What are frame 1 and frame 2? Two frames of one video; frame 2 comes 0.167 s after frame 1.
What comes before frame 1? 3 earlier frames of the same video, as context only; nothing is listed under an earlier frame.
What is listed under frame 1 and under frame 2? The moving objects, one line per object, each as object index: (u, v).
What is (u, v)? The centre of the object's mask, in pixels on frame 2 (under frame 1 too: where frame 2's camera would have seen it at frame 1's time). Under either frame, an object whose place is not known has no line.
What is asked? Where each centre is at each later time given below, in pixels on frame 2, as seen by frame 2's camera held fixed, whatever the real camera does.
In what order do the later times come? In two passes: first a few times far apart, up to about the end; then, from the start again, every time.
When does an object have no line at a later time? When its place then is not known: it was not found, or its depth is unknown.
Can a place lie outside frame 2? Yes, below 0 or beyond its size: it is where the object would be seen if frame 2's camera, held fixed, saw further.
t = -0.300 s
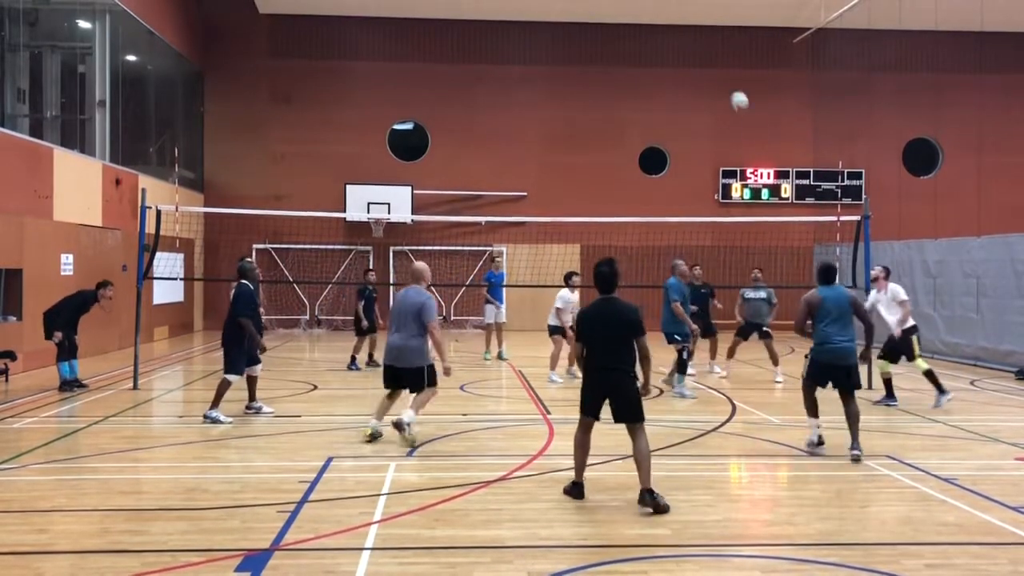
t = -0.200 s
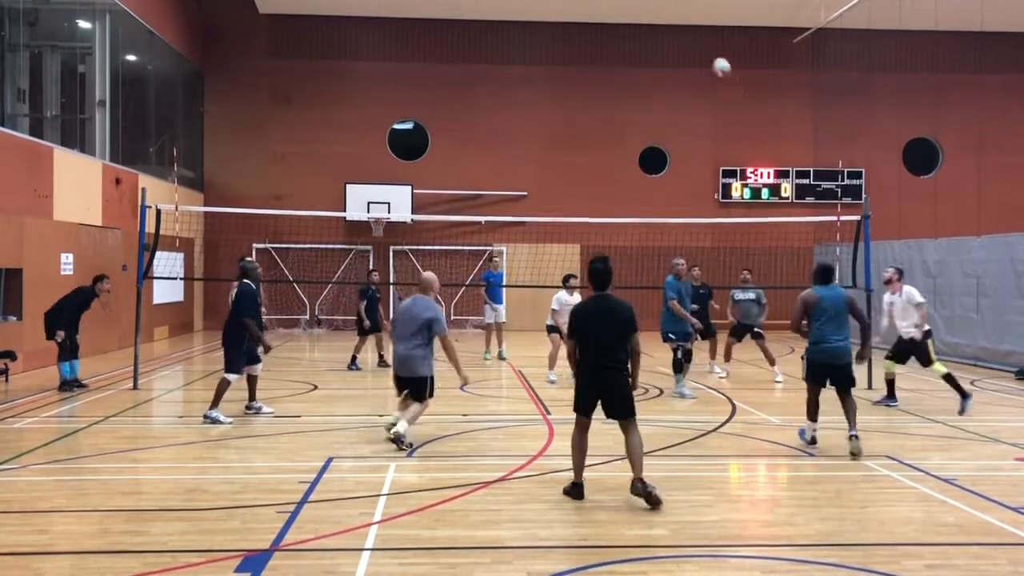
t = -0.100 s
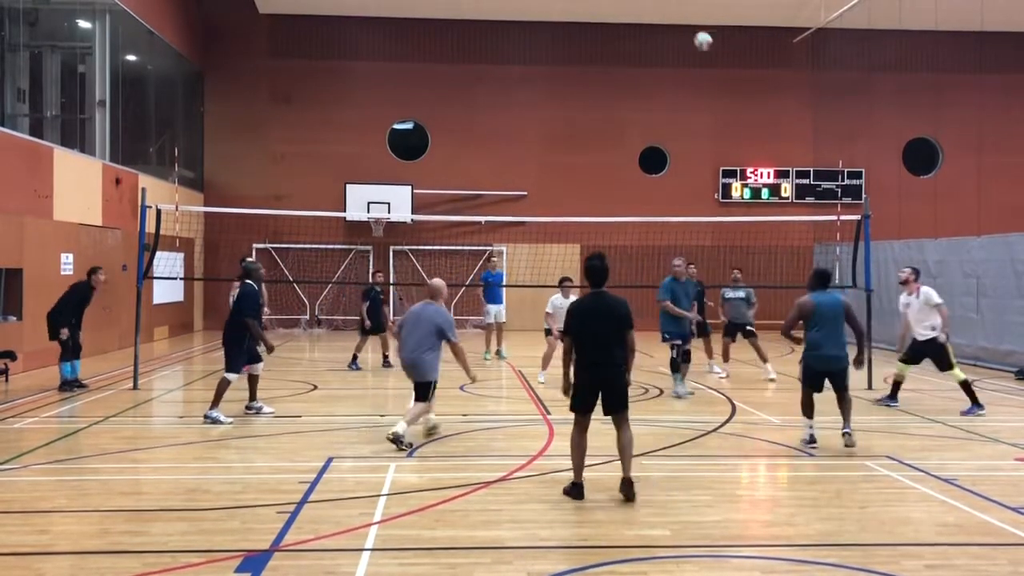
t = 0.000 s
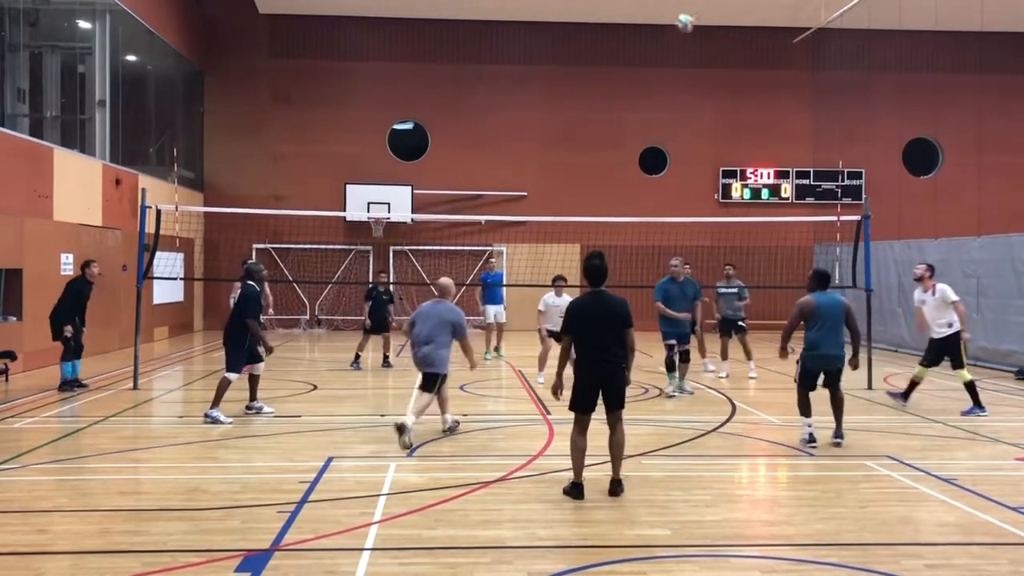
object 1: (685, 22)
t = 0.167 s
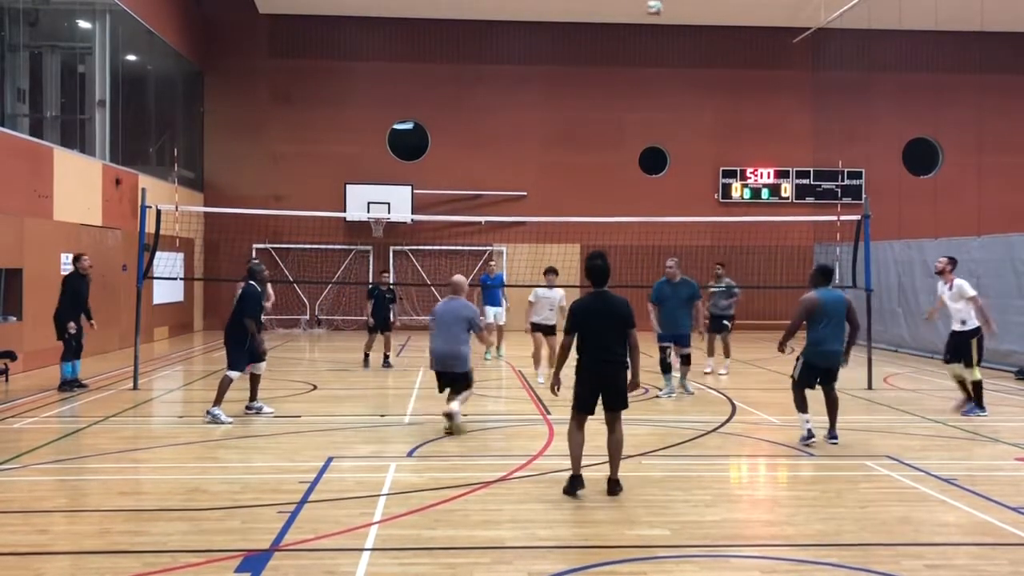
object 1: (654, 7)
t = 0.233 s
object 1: (642, 7)
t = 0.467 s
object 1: (597, 38)
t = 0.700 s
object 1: (553, 110)
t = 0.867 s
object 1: (523, 185)
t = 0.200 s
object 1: (648, 7)
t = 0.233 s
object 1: (642, 7)
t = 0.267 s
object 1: (635, 8)
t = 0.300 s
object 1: (629, 11)
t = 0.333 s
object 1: (622, 16)
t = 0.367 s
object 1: (616, 21)
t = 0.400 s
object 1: (609, 25)
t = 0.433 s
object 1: (603, 32)
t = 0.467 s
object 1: (597, 38)
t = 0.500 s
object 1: (591, 46)
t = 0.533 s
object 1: (585, 54)
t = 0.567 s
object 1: (578, 64)
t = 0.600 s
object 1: (572, 74)
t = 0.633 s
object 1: (566, 86)
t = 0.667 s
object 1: (560, 96)
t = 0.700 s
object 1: (553, 110)
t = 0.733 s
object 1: (547, 123)
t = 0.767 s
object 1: (541, 138)
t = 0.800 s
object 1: (535, 153)
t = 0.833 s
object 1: (528, 169)
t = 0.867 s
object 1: (523, 185)
